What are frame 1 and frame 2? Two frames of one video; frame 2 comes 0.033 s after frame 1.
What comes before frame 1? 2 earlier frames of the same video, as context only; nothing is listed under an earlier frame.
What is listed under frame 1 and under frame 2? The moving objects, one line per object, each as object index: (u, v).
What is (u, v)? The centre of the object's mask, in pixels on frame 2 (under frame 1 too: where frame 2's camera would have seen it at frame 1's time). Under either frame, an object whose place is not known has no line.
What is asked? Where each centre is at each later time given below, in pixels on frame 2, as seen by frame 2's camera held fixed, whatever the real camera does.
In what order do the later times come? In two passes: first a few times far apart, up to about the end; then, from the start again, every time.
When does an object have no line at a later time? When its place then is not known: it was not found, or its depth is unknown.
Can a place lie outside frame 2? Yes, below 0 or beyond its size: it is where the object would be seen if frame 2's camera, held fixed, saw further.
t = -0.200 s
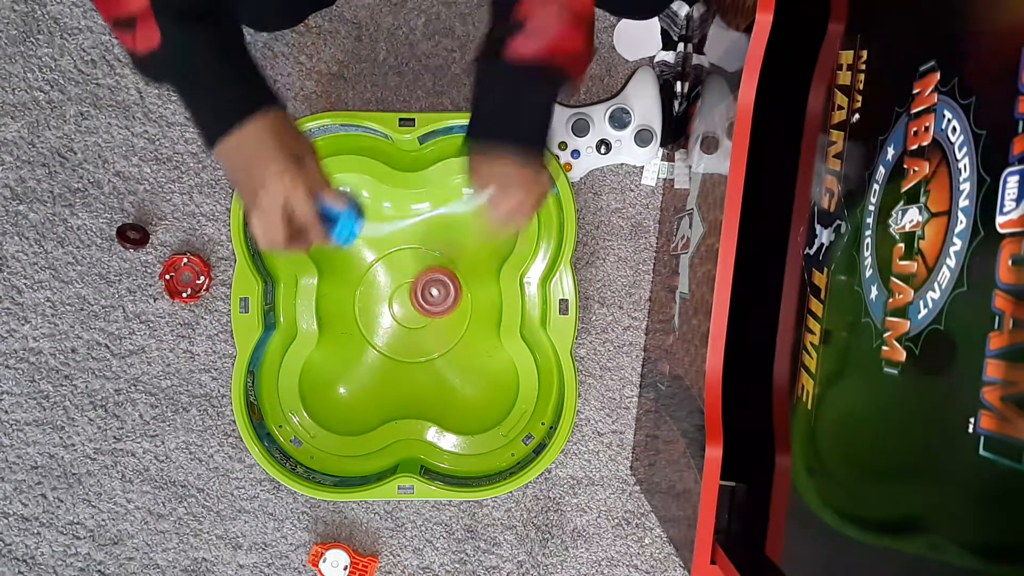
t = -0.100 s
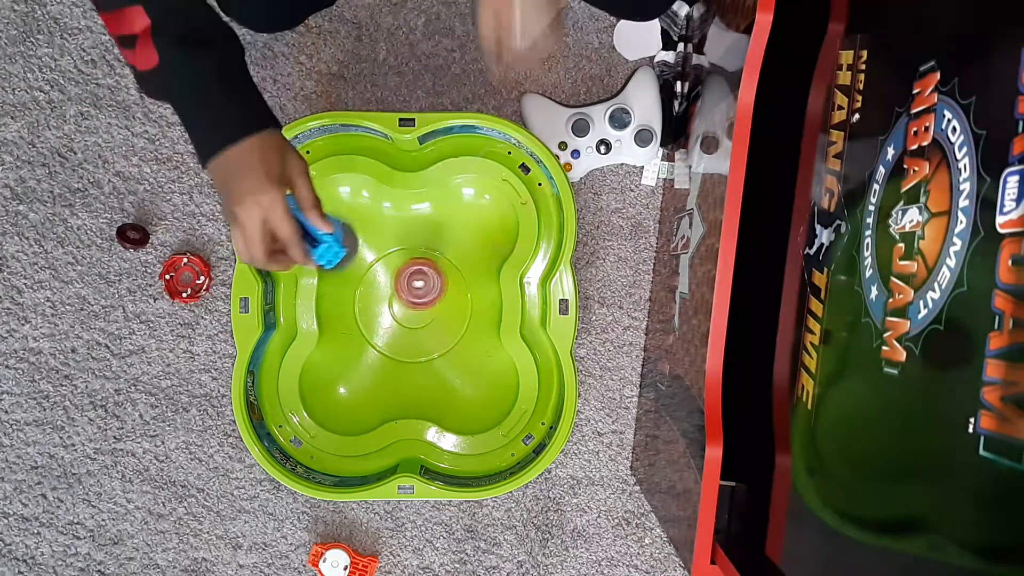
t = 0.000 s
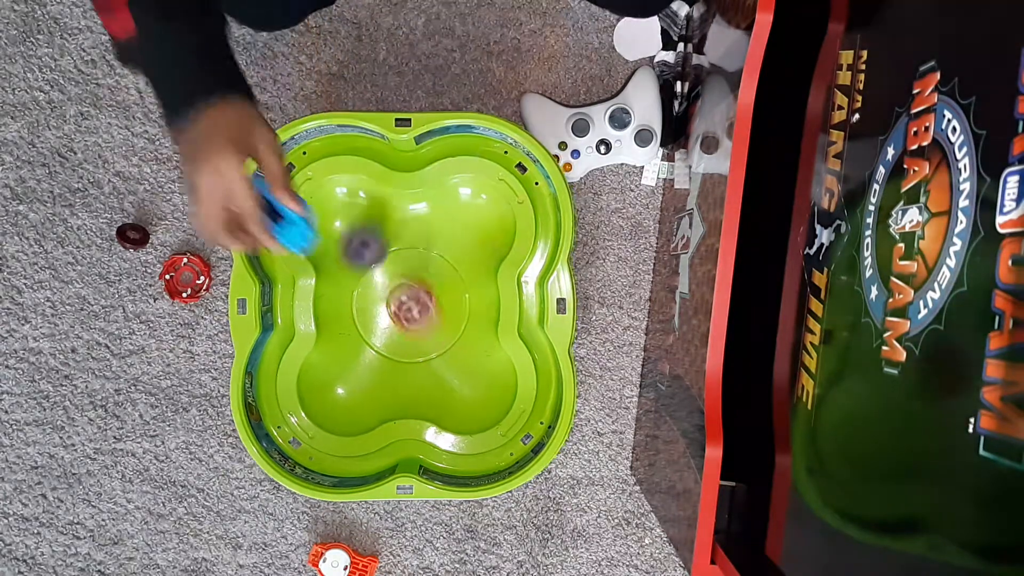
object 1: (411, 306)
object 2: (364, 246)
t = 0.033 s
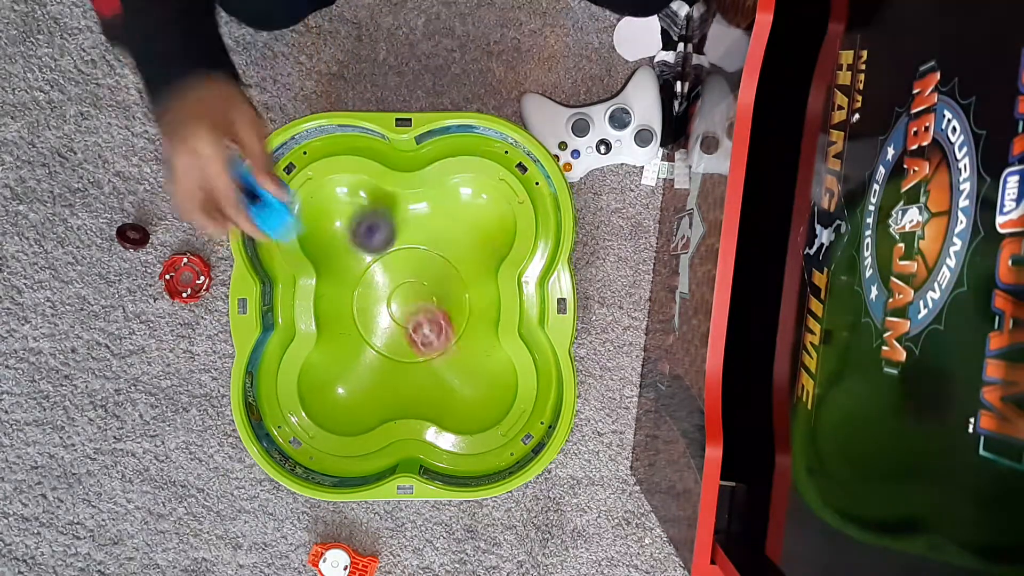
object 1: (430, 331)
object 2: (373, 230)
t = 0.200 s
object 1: (486, 412)
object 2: (377, 214)
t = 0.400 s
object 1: (462, 367)
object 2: (352, 291)
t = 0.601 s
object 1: (466, 378)
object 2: (354, 360)
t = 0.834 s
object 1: (466, 381)
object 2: (355, 398)
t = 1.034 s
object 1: (441, 368)
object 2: (387, 331)
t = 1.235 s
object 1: (433, 325)
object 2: (405, 272)
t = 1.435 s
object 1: (420, 283)
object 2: (360, 211)
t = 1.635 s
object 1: (395, 262)
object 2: (339, 236)
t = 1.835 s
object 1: (477, 375)
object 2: (346, 200)
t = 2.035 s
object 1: (465, 399)
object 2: (402, 264)
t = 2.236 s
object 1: (433, 367)
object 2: (441, 322)
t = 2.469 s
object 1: (363, 371)
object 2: (454, 295)
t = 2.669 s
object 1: (364, 391)
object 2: (382, 299)
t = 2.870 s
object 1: (407, 354)
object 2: (373, 308)
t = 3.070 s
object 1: (432, 329)
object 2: (409, 276)
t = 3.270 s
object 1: (436, 334)
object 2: (415, 273)
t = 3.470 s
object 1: (438, 340)
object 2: (413, 283)
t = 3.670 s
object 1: (434, 348)
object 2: (405, 285)
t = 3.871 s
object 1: (438, 332)
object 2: (397, 286)
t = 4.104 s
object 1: (419, 327)
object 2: (395, 288)
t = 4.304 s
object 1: (408, 323)
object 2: (401, 285)
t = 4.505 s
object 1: (408, 323)
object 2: (401, 288)
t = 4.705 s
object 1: (408, 332)
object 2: (411, 284)
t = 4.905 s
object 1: (407, 325)
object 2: (421, 287)
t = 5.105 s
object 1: (396, 321)
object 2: (419, 292)
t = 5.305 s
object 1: (391, 326)
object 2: (425, 299)
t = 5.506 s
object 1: (394, 328)
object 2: (430, 302)
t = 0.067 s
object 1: (444, 354)
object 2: (379, 218)
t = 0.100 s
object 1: (456, 374)
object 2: (381, 210)
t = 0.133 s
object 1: (467, 391)
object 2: (381, 207)
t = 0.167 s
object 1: (479, 406)
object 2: (380, 208)
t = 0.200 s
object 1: (486, 412)
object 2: (377, 214)
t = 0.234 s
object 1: (490, 410)
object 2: (370, 223)
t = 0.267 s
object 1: (492, 405)
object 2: (361, 234)
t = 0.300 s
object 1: (490, 396)
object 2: (352, 248)
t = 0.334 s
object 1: (483, 383)
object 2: (348, 262)
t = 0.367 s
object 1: (473, 374)
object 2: (348, 277)
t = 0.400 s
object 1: (462, 367)
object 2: (352, 291)
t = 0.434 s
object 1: (449, 362)
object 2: (358, 306)
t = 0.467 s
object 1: (437, 358)
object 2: (368, 326)
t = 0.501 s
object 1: (430, 357)
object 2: (377, 343)
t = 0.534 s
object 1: (442, 364)
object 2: (368, 349)
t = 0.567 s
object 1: (454, 371)
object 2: (360, 354)
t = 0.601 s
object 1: (466, 378)
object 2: (354, 360)
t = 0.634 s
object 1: (475, 384)
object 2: (349, 368)
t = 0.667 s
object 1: (480, 390)
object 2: (346, 377)
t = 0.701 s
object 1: (482, 392)
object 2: (344, 385)
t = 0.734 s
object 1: (480, 392)
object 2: (342, 392)
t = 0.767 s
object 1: (477, 387)
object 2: (344, 399)
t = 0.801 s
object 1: (472, 384)
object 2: (349, 400)
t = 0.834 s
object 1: (466, 381)
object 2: (355, 398)
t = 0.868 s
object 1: (459, 379)
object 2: (361, 392)
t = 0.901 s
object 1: (453, 377)
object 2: (367, 382)
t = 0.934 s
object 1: (448, 375)
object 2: (373, 369)
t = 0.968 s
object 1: (445, 373)
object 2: (378, 357)
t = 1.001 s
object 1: (443, 371)
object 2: (383, 344)
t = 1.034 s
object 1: (441, 368)
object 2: (387, 331)
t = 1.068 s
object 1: (440, 364)
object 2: (391, 319)
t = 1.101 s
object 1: (439, 358)
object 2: (395, 307)
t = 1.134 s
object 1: (438, 351)
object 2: (398, 297)
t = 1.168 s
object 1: (436, 343)
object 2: (401, 287)
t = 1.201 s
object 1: (435, 334)
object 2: (403, 279)
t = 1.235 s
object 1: (433, 325)
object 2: (405, 272)
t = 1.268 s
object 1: (430, 314)
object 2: (404, 265)
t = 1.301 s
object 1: (430, 309)
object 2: (399, 249)
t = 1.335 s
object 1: (428, 303)
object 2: (392, 238)
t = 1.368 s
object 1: (426, 296)
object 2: (383, 227)
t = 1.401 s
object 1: (423, 289)
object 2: (373, 220)
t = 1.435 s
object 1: (420, 283)
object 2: (360, 211)
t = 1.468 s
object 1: (417, 279)
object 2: (347, 207)
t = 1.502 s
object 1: (414, 274)
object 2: (335, 205)
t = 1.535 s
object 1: (409, 271)
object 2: (328, 209)
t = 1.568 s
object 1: (404, 268)
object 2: (325, 217)
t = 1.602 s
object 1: (400, 265)
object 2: (330, 228)
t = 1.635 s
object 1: (395, 262)
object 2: (339, 236)
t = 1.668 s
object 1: (408, 277)
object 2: (339, 229)
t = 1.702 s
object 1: (429, 300)
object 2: (331, 217)
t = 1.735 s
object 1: (447, 320)
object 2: (329, 206)
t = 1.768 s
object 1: (462, 338)
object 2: (331, 200)
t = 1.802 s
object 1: (472, 357)
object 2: (336, 198)
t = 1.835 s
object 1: (477, 375)
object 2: (346, 200)
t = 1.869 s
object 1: (478, 390)
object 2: (356, 207)
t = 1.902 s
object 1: (475, 404)
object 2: (366, 217)
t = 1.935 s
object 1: (472, 411)
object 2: (375, 228)
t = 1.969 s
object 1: (470, 412)
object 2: (384, 238)
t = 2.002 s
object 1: (468, 408)
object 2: (394, 251)
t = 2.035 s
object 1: (465, 399)
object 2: (402, 264)
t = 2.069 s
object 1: (461, 390)
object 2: (409, 279)
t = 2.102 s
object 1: (457, 378)
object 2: (415, 291)
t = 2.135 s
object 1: (451, 370)
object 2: (422, 306)
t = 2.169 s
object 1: (448, 362)
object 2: (430, 318)
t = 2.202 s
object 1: (440, 363)
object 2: (434, 320)
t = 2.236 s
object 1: (433, 367)
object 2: (441, 322)
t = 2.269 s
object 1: (424, 371)
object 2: (449, 320)
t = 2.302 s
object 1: (411, 381)
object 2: (458, 314)
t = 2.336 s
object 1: (400, 387)
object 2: (463, 309)
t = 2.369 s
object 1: (392, 387)
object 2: (467, 305)
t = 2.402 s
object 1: (383, 385)
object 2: (466, 301)
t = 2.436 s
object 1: (376, 380)
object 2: (461, 298)
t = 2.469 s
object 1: (363, 371)
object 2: (454, 295)
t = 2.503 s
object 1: (351, 366)
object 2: (444, 293)
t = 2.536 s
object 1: (340, 365)
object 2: (432, 291)
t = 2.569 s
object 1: (339, 370)
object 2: (419, 290)
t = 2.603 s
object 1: (344, 375)
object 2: (406, 291)
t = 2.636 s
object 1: (350, 384)
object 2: (394, 294)
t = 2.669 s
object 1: (364, 391)
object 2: (382, 299)
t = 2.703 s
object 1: (376, 390)
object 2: (373, 305)
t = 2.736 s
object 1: (386, 382)
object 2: (368, 311)
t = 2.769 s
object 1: (391, 369)
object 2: (368, 317)
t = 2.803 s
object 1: (398, 365)
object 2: (366, 315)
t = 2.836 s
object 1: (404, 361)
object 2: (368, 312)
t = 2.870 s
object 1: (407, 354)
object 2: (373, 308)
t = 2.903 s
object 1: (411, 349)
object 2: (381, 305)
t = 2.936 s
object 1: (417, 344)
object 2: (386, 298)
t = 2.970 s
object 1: (420, 339)
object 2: (392, 293)
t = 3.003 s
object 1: (424, 333)
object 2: (401, 290)
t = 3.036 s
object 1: (429, 331)
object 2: (406, 282)
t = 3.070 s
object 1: (432, 329)
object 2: (409, 276)
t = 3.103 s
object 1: (435, 326)
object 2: (412, 274)
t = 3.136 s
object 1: (436, 324)
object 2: (416, 273)
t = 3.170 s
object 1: (437, 327)
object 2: (418, 272)
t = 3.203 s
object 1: (437, 330)
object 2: (418, 271)
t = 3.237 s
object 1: (436, 333)
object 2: (417, 272)
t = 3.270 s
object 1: (436, 334)
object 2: (415, 273)
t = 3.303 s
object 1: (435, 335)
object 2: (414, 275)
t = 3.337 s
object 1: (434, 334)
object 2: (413, 279)
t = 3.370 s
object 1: (435, 335)
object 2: (413, 280)
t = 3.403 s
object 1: (435, 338)
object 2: (414, 282)
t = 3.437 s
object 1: (437, 340)
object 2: (413, 282)
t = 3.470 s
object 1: (438, 340)
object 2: (413, 283)
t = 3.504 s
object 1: (438, 339)
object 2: (412, 285)
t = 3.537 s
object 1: (438, 338)
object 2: (413, 287)
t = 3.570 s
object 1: (436, 336)
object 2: (414, 290)
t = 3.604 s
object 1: (435, 342)
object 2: (412, 288)
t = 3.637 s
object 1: (435, 346)
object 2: (409, 286)
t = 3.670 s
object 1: (434, 348)
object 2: (405, 285)
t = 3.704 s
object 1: (434, 347)
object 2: (402, 284)
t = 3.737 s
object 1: (434, 344)
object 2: (400, 284)
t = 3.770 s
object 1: (434, 341)
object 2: (398, 284)
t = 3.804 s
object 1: (435, 338)
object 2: (399, 284)
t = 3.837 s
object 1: (436, 335)
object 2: (397, 285)
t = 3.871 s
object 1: (438, 332)
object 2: (397, 286)
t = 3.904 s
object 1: (438, 330)
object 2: (397, 288)
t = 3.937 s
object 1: (437, 329)
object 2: (396, 290)
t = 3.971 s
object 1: (435, 329)
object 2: (396, 291)
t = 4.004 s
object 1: (431, 330)
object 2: (395, 291)
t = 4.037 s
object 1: (427, 329)
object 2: (395, 290)
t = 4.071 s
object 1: (423, 328)
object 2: (394, 289)
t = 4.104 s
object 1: (419, 327)
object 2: (395, 288)
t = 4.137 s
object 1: (416, 326)
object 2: (396, 287)
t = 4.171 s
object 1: (414, 325)
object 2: (397, 287)
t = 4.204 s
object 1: (411, 323)
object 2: (398, 287)
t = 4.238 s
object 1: (410, 323)
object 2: (399, 287)
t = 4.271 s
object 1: (409, 323)
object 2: (400, 287)
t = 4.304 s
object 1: (408, 323)
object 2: (401, 285)
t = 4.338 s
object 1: (407, 322)
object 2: (401, 284)
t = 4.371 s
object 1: (407, 322)
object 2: (401, 284)
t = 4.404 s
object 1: (407, 322)
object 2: (401, 283)
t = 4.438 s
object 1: (407, 322)
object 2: (401, 284)
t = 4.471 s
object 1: (408, 322)
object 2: (400, 286)
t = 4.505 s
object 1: (408, 323)
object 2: (401, 288)
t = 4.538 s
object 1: (408, 327)
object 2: (403, 288)
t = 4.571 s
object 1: (408, 332)
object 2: (405, 286)
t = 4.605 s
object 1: (409, 334)
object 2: (406, 286)
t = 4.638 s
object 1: (408, 334)
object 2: (407, 284)
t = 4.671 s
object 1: (408, 333)
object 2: (410, 284)
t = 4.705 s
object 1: (408, 332)
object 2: (411, 284)
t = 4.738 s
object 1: (408, 332)
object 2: (414, 286)
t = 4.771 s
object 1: (408, 331)
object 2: (415, 286)
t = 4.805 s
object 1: (407, 329)
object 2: (417, 288)
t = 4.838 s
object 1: (407, 328)
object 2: (418, 288)
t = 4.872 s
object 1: (407, 327)
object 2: (421, 288)
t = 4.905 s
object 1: (407, 325)
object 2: (421, 287)
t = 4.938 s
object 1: (406, 325)
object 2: (423, 287)
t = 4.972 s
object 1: (405, 324)
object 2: (421, 287)
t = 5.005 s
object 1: (404, 323)
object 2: (420, 286)
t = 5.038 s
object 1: (402, 322)
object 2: (420, 287)
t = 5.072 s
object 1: (400, 321)
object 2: (420, 291)
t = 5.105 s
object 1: (396, 321)
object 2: (419, 292)
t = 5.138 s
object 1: (393, 321)
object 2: (422, 294)
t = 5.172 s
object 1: (390, 321)
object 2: (424, 297)
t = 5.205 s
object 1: (390, 322)
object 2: (424, 298)
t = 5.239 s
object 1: (388, 323)
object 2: (423, 299)
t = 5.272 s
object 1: (389, 325)
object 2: (424, 298)
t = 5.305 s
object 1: (391, 326)
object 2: (425, 299)
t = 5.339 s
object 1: (392, 327)
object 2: (427, 298)
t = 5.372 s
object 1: (393, 328)
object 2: (429, 298)
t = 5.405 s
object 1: (393, 329)
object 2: (432, 298)
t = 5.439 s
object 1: (394, 329)
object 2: (433, 300)
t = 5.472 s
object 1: (394, 328)
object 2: (433, 301)
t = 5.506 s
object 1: (394, 328)
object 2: (430, 302)
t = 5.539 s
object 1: (394, 325)
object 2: (427, 302)
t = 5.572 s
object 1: (394, 321)
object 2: (425, 300)
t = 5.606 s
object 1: (393, 316)
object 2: (424, 297)
